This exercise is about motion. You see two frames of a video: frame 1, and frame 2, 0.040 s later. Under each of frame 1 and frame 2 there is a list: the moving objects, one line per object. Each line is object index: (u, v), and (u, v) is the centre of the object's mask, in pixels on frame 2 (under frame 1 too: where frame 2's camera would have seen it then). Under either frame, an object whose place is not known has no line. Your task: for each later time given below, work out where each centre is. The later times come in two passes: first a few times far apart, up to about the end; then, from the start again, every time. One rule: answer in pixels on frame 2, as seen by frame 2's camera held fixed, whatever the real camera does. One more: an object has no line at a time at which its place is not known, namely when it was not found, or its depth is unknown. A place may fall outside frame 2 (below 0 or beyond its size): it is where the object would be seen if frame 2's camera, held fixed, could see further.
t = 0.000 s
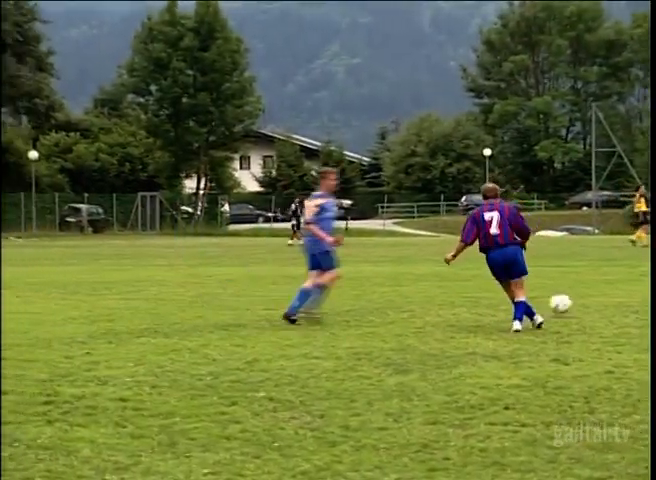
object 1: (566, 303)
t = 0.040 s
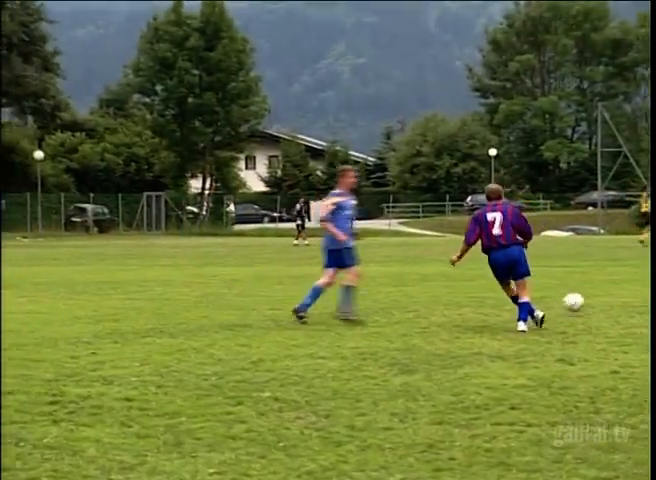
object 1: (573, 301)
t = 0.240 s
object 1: (608, 292)
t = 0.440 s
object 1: (636, 294)
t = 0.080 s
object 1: (581, 302)
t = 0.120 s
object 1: (589, 303)
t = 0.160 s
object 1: (596, 300)
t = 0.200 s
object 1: (602, 295)
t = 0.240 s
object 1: (608, 292)
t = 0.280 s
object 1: (614, 289)
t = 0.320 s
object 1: (620, 288)
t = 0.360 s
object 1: (625, 288)
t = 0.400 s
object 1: (630, 290)
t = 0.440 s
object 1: (636, 294)
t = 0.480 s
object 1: (639, 292)
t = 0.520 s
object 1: (642, 289)
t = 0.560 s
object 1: (646, 289)
